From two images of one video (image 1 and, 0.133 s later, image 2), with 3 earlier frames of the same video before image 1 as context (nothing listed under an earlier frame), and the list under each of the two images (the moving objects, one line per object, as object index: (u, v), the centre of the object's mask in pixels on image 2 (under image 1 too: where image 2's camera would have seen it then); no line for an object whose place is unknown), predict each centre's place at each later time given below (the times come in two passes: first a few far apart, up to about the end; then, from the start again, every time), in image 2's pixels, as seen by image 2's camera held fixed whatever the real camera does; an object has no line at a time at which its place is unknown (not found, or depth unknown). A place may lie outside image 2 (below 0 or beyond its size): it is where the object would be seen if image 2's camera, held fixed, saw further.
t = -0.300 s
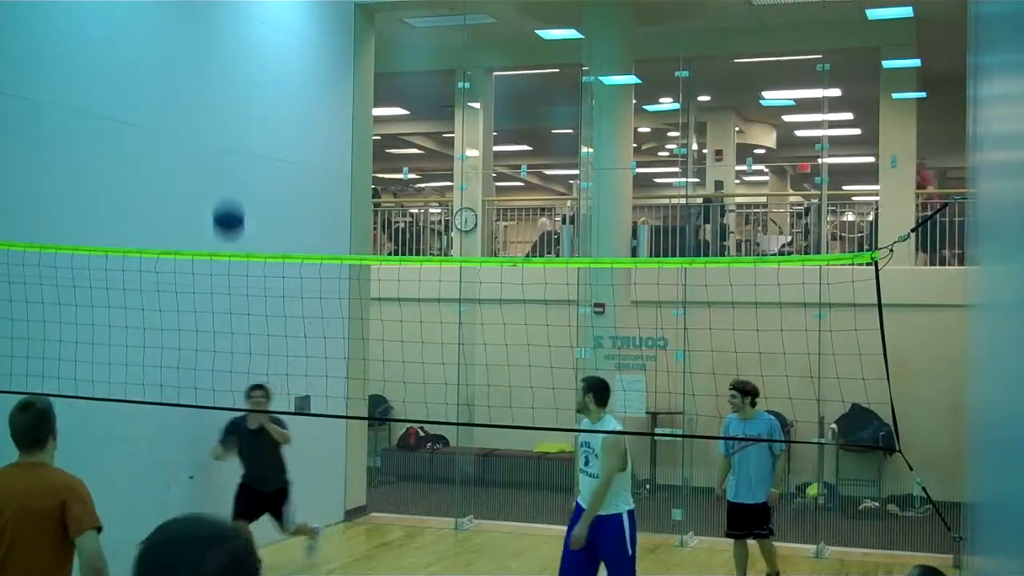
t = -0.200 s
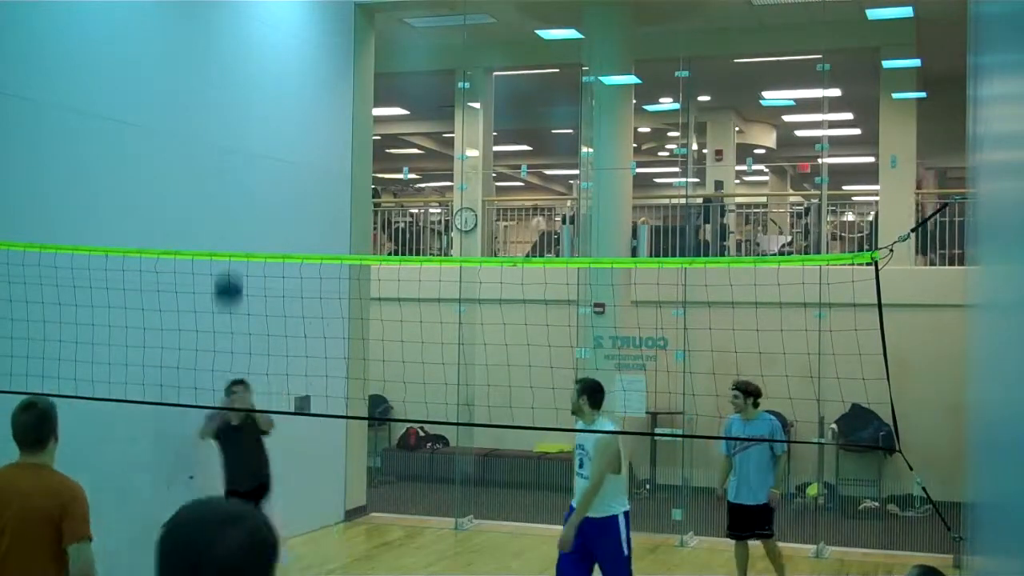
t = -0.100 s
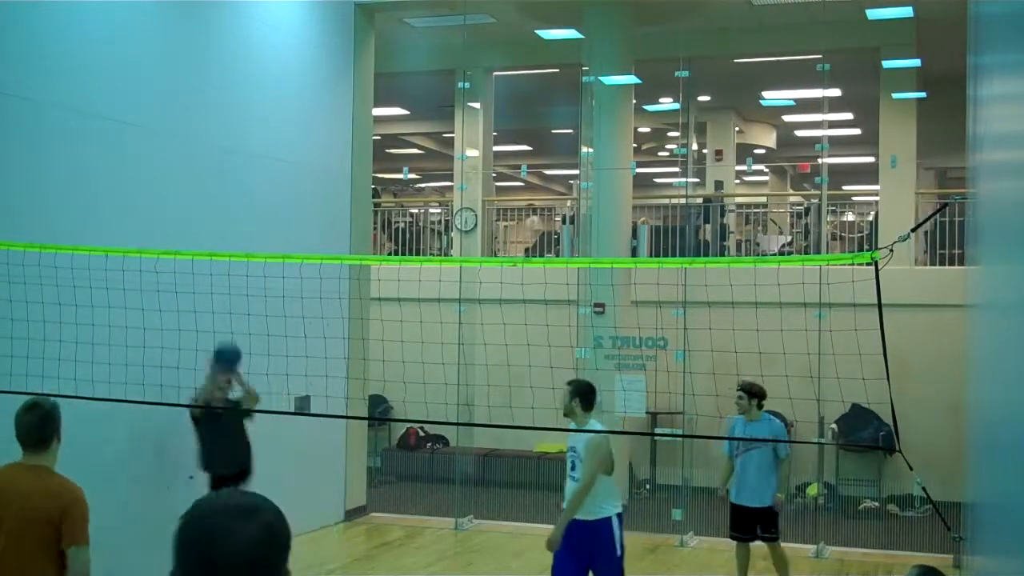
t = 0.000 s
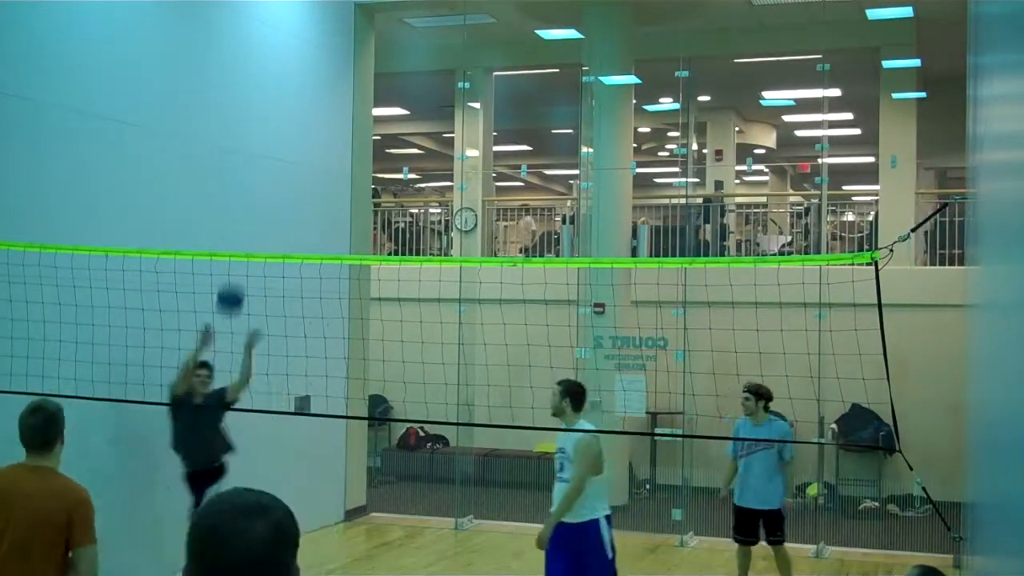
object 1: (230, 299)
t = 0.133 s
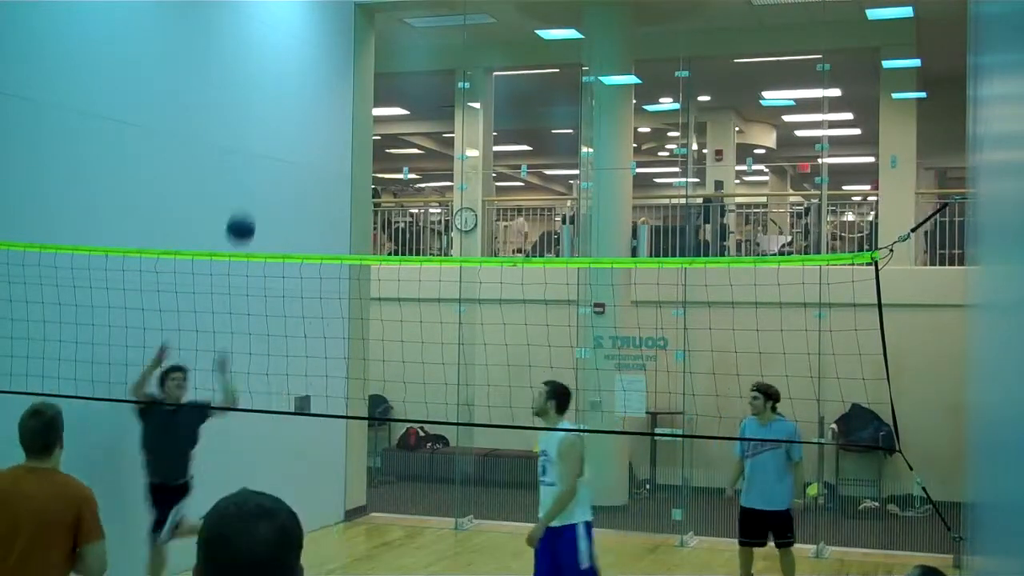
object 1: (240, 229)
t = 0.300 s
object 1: (253, 167)
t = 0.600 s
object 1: (278, 144)
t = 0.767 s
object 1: (294, 190)
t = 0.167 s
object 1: (243, 214)
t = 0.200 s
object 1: (245, 201)
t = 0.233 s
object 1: (248, 188)
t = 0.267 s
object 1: (251, 177)
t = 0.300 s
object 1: (253, 167)
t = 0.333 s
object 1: (256, 158)
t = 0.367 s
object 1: (259, 151)
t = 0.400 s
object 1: (261, 146)
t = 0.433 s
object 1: (264, 142)
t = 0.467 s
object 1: (267, 139)
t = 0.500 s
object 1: (270, 138)
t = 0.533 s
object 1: (273, 138)
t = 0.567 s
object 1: (276, 140)
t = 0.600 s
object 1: (278, 144)
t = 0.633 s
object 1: (281, 150)
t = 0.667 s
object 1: (284, 158)
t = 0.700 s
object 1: (287, 166)
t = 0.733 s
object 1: (290, 177)
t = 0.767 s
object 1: (294, 190)
